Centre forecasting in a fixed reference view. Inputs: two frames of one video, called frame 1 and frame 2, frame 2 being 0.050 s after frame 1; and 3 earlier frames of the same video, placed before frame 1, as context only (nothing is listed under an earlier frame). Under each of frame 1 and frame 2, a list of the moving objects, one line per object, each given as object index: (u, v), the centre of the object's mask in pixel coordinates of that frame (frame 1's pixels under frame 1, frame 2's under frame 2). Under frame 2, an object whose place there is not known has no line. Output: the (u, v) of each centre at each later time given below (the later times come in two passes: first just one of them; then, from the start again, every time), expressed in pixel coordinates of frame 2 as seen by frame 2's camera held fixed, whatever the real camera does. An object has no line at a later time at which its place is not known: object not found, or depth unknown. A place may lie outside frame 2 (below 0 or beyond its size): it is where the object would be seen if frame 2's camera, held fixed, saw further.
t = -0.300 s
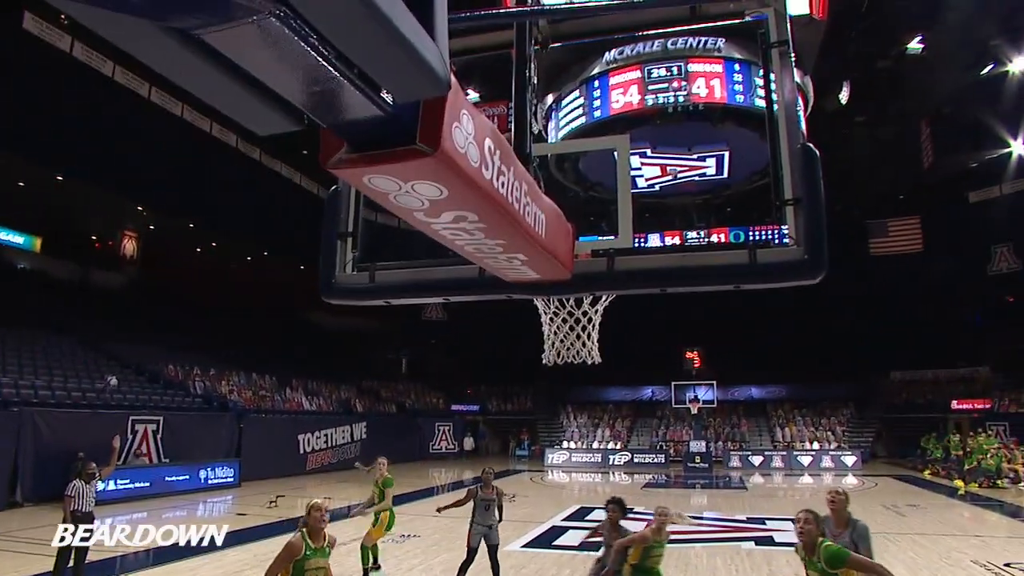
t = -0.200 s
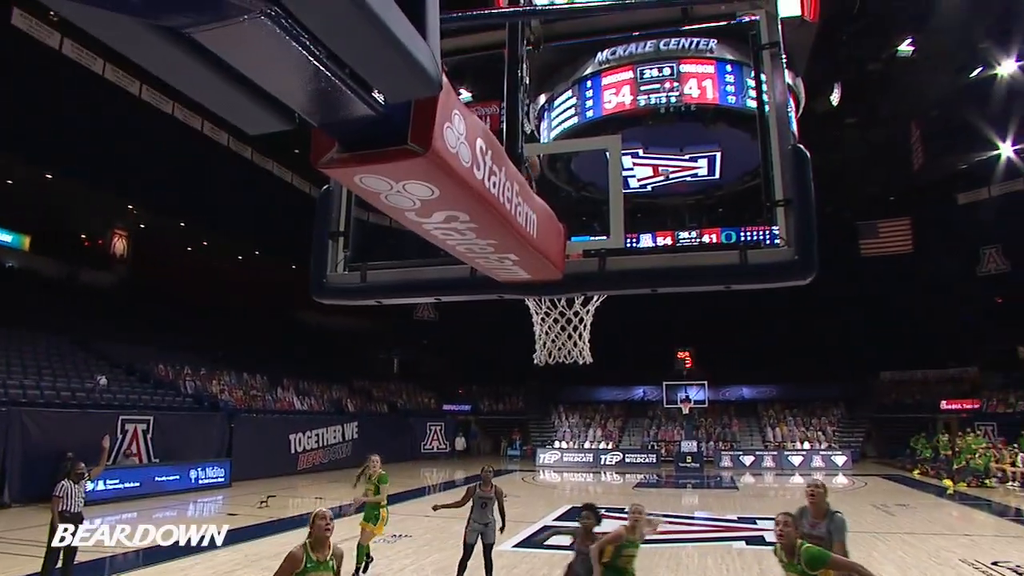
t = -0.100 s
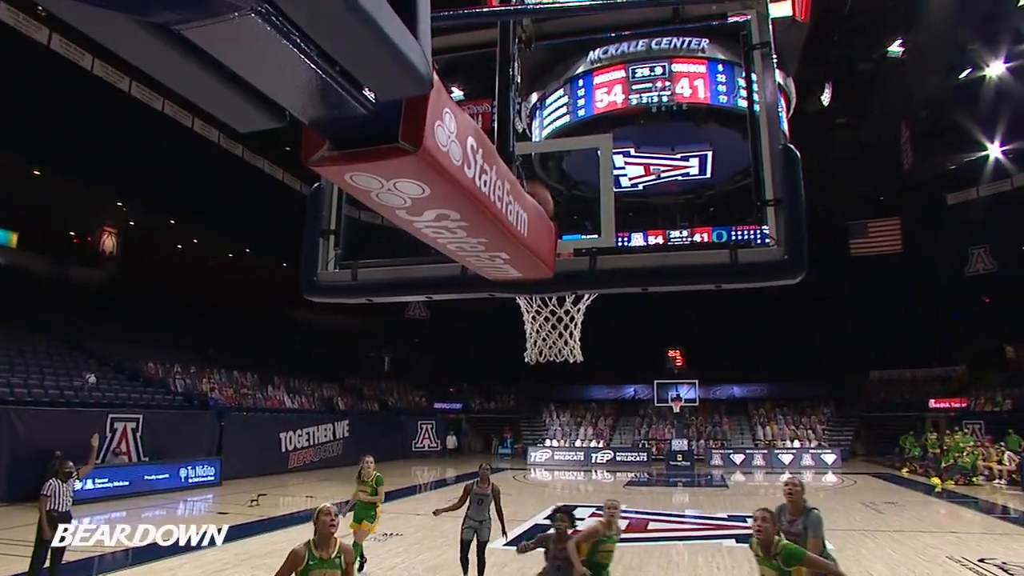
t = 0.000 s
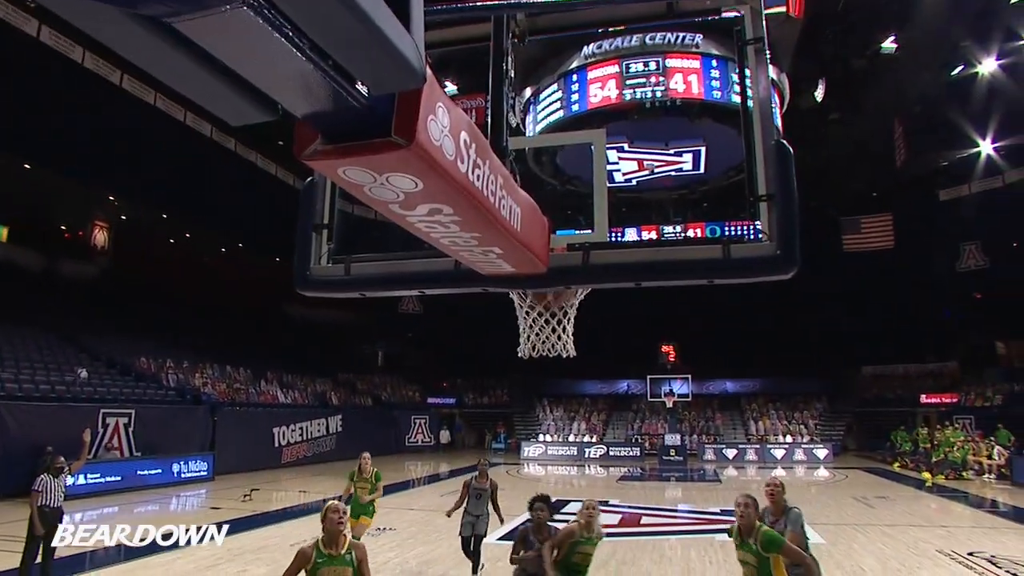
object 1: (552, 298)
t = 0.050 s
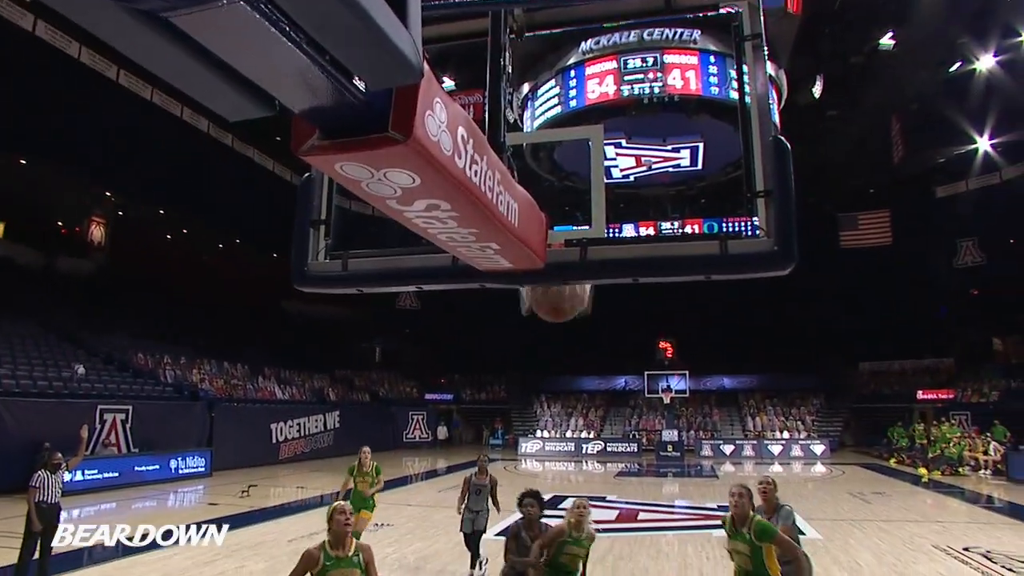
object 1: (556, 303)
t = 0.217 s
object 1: (578, 326)
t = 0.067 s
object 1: (559, 301)
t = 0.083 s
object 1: (561, 301)
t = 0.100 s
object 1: (563, 302)
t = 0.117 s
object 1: (565, 303)
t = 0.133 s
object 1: (567, 304)
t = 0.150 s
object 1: (569, 306)
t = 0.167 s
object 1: (572, 309)
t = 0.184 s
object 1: (574, 314)
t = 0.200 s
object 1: (576, 319)
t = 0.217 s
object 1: (578, 326)
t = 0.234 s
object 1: (581, 334)
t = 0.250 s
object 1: (583, 342)
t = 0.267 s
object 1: (585, 350)
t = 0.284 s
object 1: (588, 359)
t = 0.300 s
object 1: (590, 369)
